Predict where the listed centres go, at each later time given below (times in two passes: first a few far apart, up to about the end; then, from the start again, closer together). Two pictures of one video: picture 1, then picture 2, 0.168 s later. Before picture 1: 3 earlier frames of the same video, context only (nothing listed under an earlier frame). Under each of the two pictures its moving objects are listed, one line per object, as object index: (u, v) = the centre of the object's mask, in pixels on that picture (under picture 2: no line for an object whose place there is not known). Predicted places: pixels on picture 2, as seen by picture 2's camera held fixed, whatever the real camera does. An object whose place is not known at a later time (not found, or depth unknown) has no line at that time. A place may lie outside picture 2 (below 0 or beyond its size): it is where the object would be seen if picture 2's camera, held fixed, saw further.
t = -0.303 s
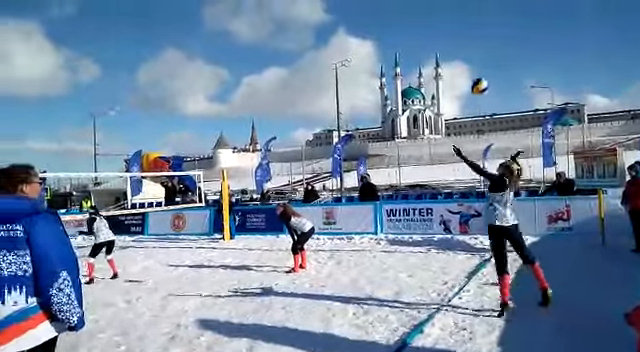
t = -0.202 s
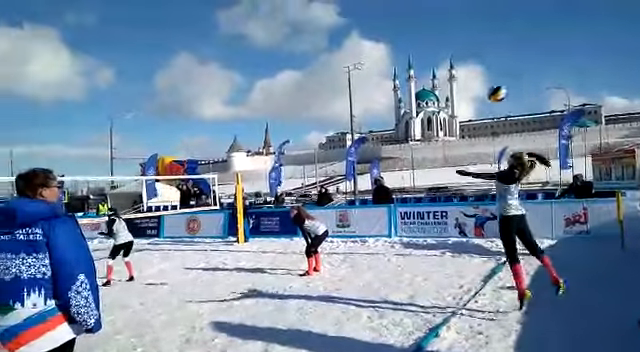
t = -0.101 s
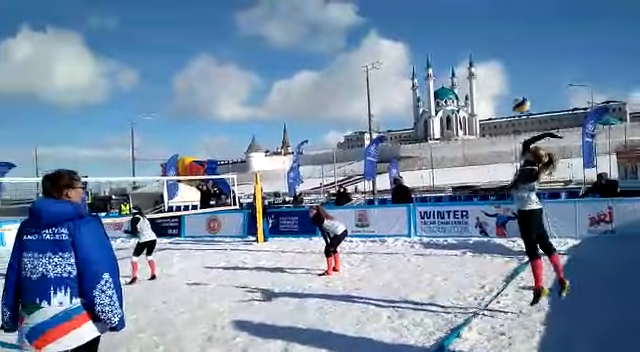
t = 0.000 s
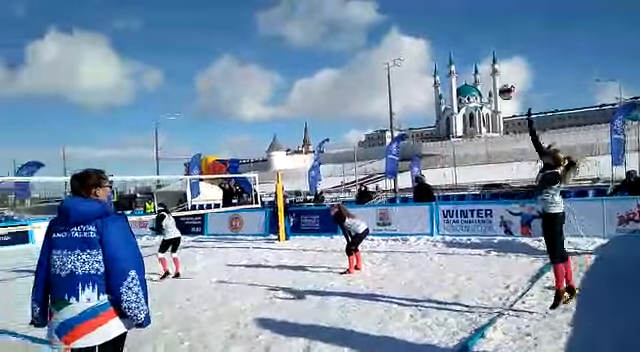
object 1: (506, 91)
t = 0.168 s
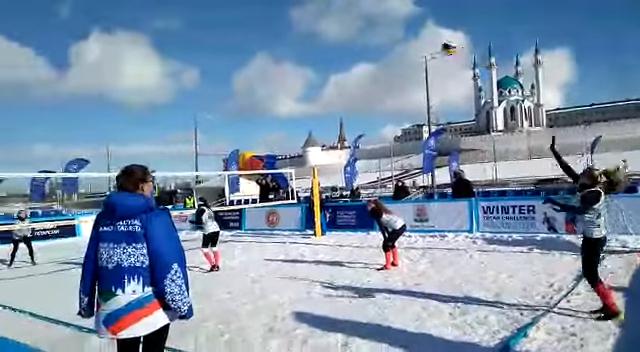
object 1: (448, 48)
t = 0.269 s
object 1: (402, 37)
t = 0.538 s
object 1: (312, 39)
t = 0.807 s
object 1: (254, 75)
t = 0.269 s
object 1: (402, 37)
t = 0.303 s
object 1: (393, 35)
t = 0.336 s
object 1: (376, 33)
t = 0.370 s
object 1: (363, 33)
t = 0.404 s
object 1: (351, 33)
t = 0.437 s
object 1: (341, 33)
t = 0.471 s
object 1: (330, 35)
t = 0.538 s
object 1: (312, 39)
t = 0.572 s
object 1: (303, 44)
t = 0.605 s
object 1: (296, 46)
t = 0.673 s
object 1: (279, 53)
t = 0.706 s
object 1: (272, 58)
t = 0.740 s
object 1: (266, 64)
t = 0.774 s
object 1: (260, 68)
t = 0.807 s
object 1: (254, 75)
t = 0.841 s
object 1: (248, 80)
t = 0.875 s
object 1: (241, 86)
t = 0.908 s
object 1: (236, 93)
